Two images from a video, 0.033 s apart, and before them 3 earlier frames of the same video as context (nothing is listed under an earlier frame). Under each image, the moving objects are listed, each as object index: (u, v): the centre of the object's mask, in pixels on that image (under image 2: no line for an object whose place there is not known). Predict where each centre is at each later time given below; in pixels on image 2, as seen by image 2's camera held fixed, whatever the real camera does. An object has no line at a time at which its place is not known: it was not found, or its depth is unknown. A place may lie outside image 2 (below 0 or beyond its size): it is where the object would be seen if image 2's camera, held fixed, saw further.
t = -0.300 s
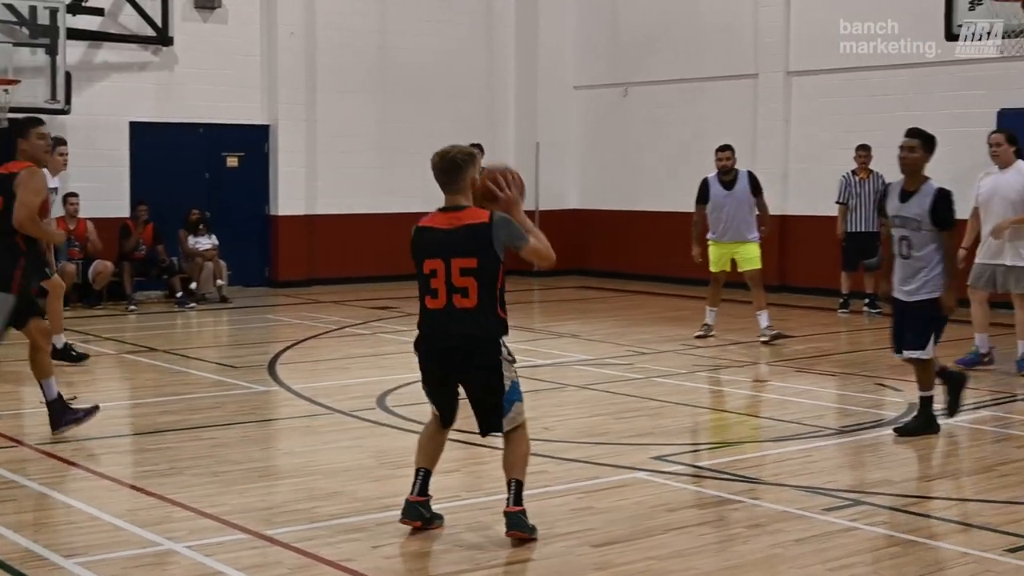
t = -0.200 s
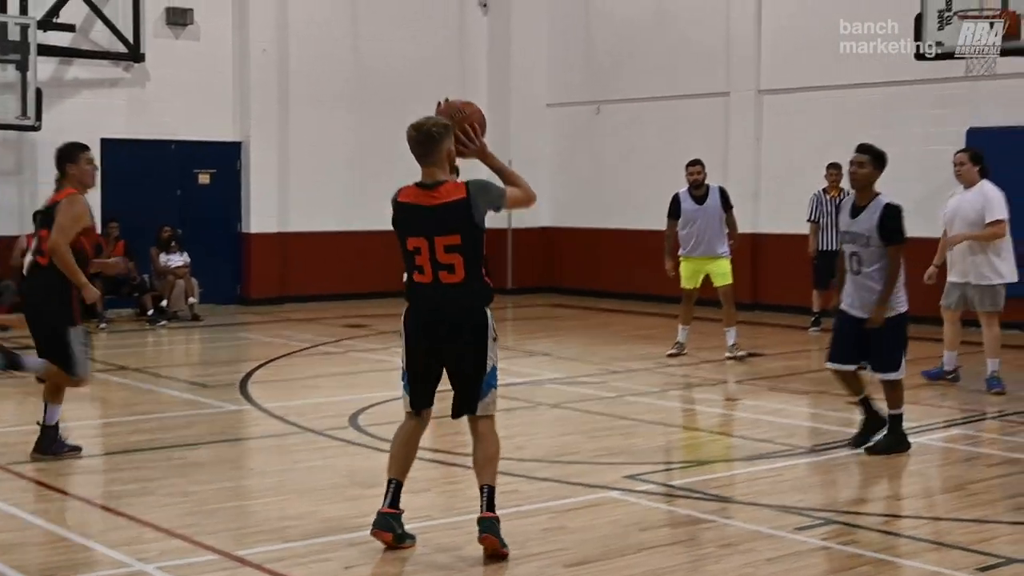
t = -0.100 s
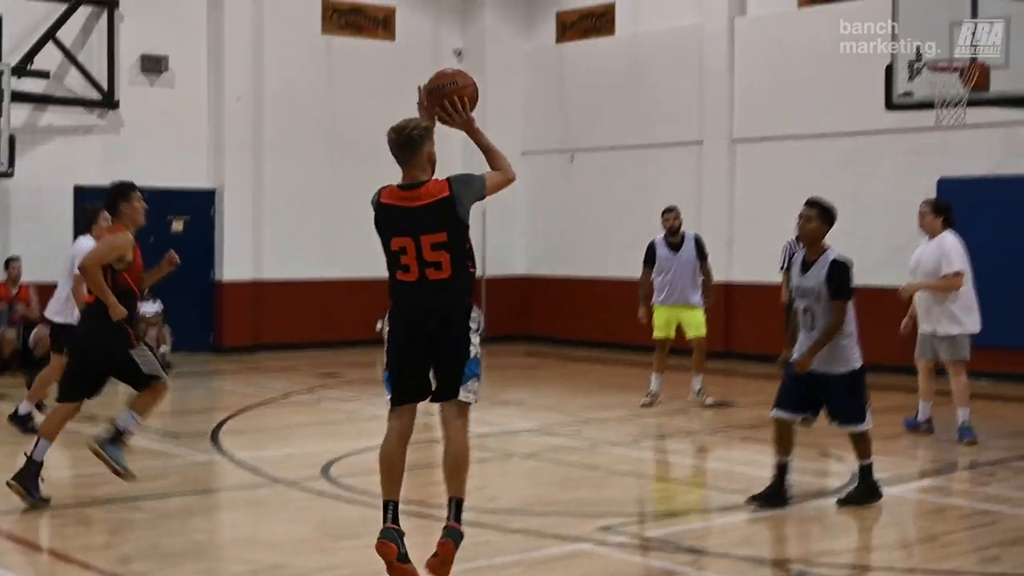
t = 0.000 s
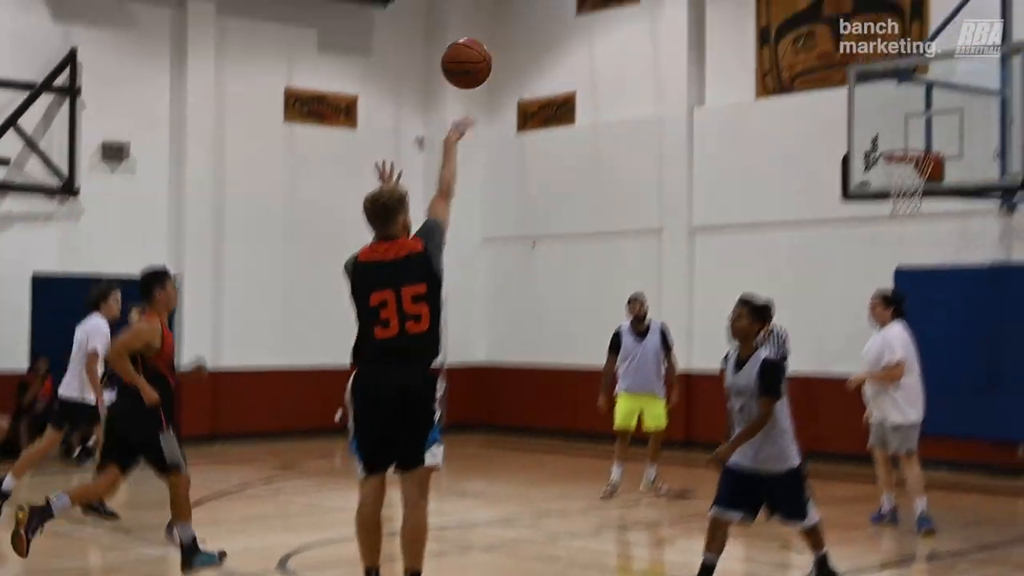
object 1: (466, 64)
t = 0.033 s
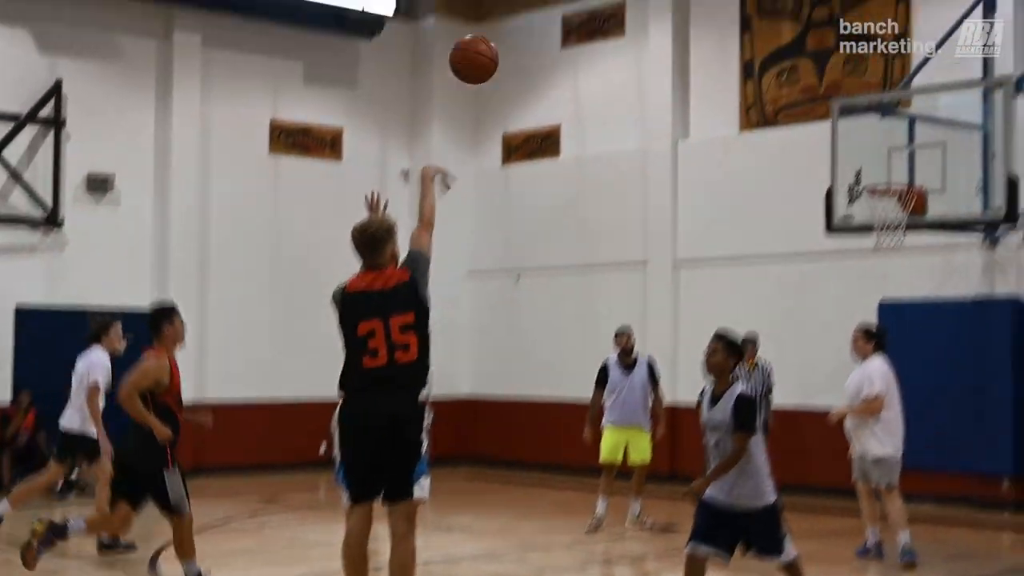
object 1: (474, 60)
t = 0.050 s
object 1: (485, 40)
